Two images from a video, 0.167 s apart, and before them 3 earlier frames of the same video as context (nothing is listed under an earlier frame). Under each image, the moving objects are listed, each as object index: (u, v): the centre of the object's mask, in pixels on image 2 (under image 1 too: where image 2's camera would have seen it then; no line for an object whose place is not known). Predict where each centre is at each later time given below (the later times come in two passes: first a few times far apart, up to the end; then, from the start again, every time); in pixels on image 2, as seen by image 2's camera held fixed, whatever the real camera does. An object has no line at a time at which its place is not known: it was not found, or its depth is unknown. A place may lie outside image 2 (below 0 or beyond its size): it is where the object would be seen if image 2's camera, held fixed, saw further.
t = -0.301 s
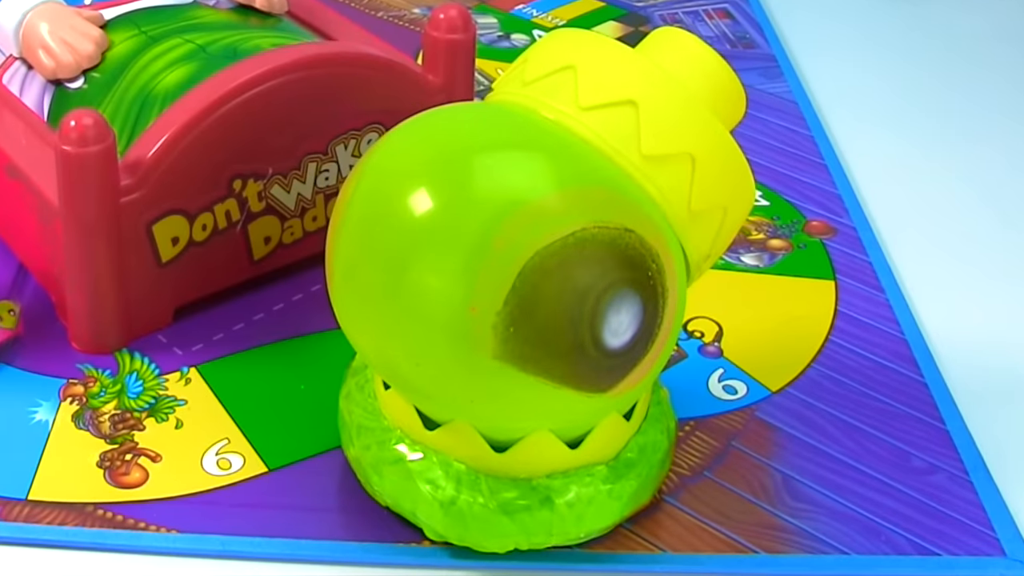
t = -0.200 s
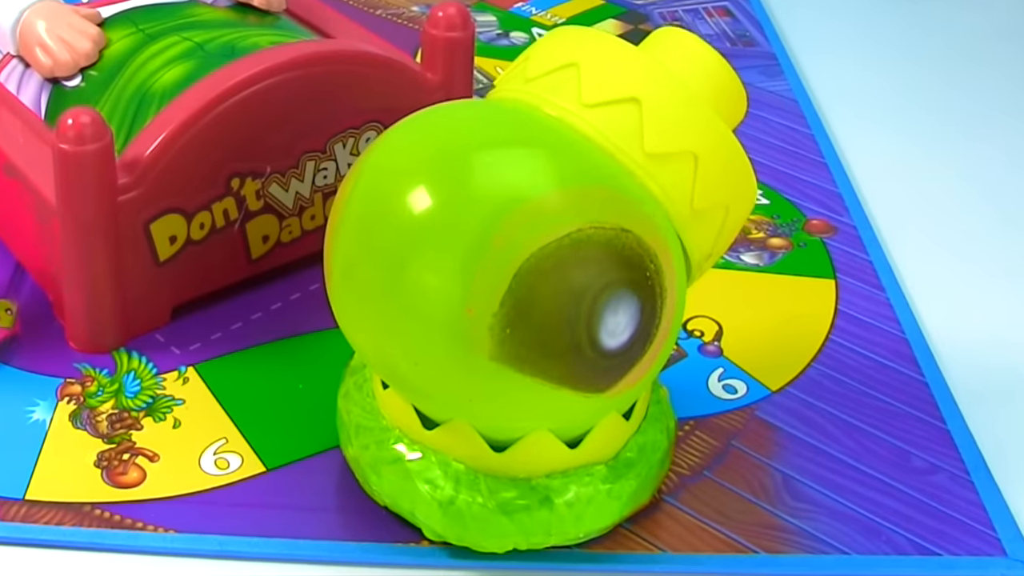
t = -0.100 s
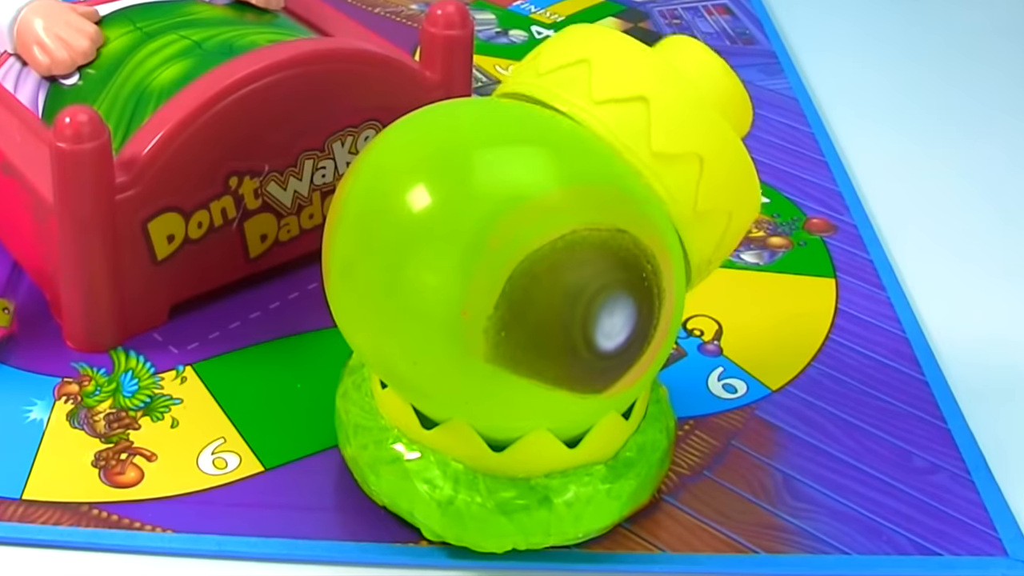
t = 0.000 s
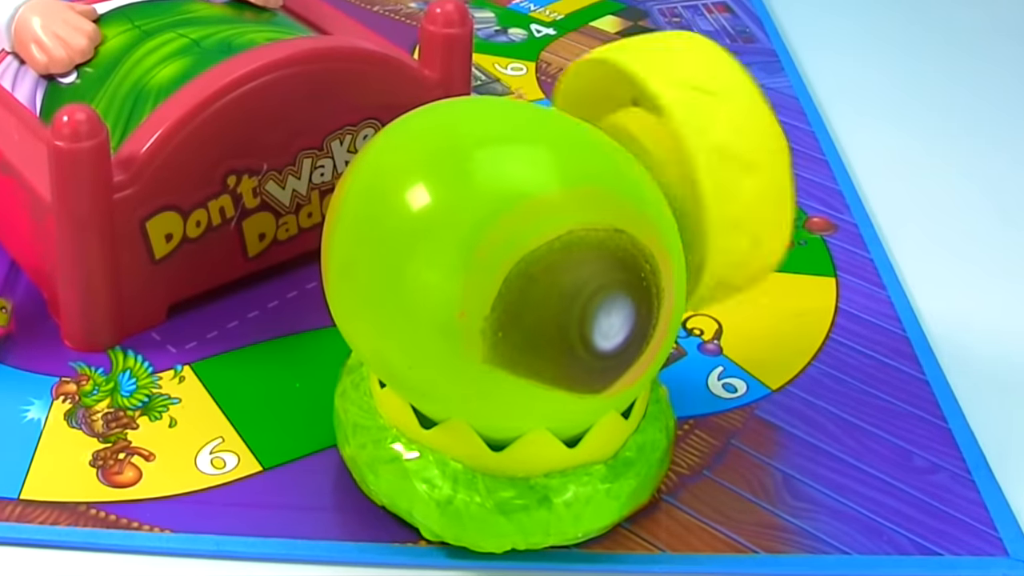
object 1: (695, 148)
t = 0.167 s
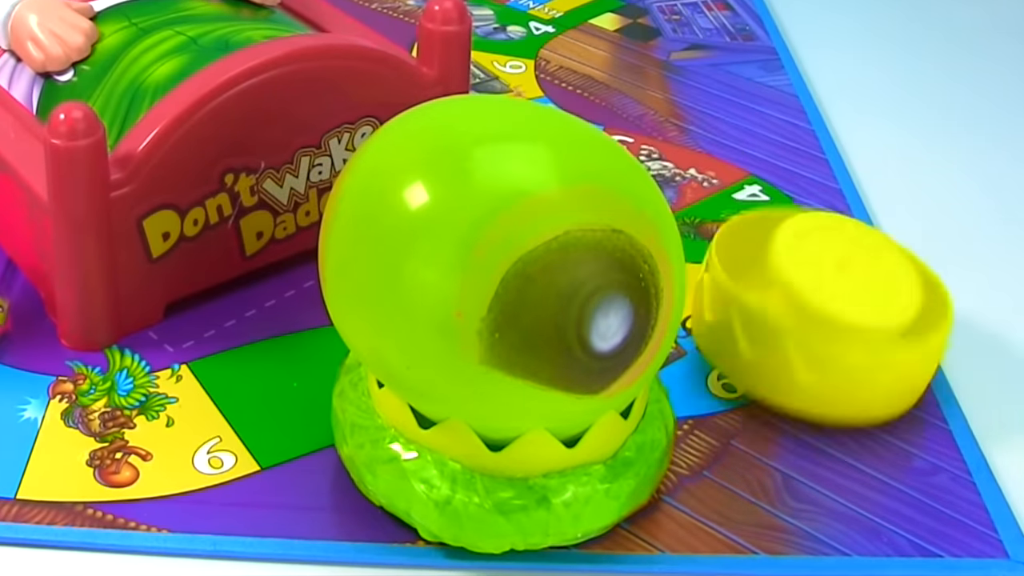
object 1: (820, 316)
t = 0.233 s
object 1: (853, 301)
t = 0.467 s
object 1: (877, 296)
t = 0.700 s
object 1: (877, 296)
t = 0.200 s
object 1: (834, 301)
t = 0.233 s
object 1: (853, 301)
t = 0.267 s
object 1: (864, 302)
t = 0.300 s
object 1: (868, 291)
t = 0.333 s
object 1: (874, 295)
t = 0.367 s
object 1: (878, 295)
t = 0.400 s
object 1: (876, 296)
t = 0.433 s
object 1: (877, 296)
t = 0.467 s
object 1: (877, 296)
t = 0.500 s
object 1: (877, 296)
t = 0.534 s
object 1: (877, 296)
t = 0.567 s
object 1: (877, 296)
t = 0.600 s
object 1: (877, 296)
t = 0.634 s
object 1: (877, 296)
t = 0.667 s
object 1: (877, 296)
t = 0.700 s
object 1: (877, 296)
